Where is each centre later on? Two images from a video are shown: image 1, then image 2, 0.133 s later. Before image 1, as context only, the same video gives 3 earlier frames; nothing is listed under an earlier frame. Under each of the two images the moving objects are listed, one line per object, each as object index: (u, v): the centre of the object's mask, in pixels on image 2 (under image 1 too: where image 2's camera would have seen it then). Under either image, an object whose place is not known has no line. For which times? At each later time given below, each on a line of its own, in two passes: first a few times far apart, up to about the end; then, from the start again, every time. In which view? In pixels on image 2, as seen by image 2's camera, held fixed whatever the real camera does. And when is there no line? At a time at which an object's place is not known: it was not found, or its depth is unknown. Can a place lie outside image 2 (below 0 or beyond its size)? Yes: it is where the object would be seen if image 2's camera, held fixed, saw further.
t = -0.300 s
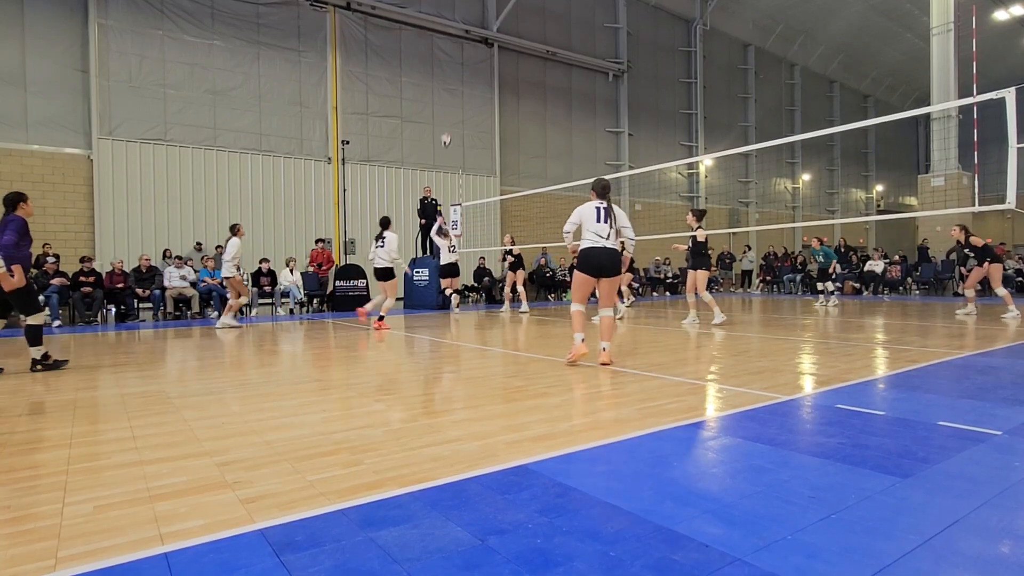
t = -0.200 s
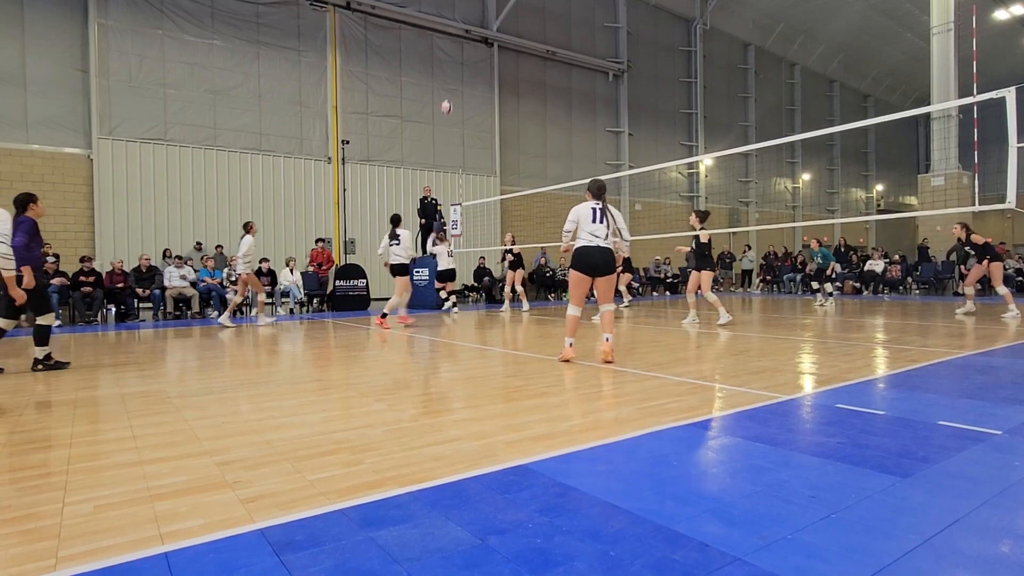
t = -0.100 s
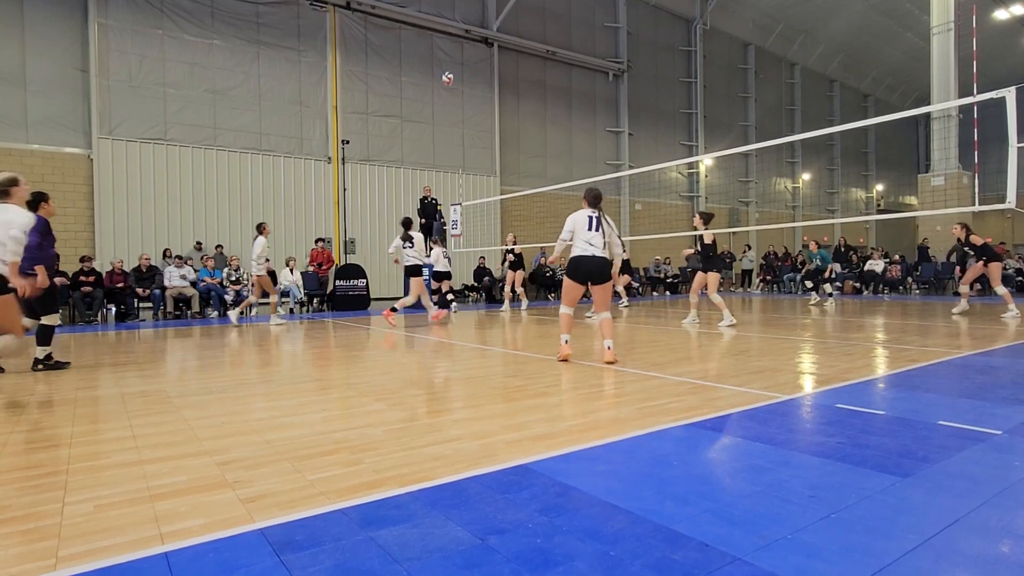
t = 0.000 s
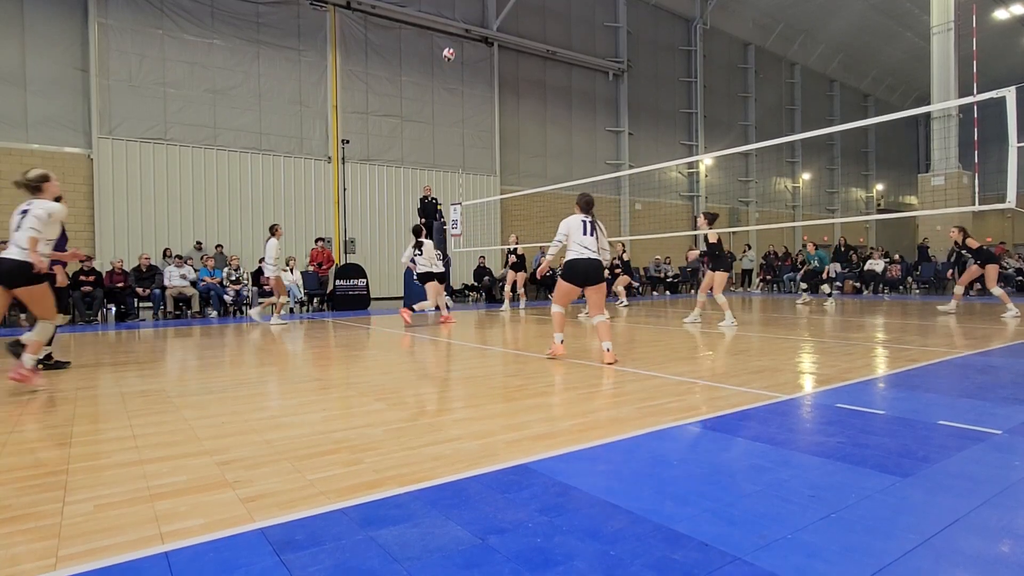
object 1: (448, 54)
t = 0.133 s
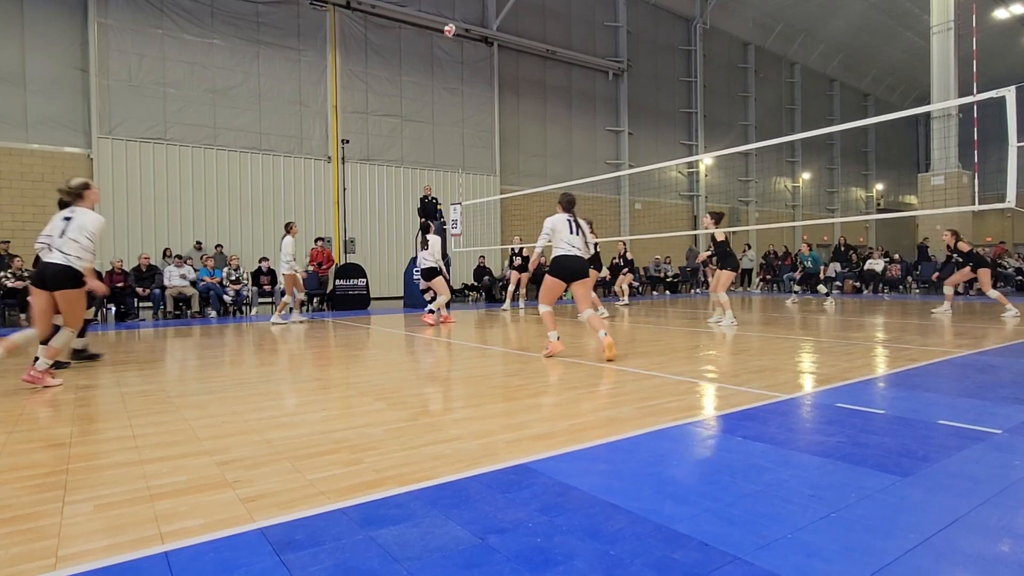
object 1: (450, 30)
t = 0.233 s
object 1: (451, 19)
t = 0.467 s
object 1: (455, 14)
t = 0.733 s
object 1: (460, 47)
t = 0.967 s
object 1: (464, 115)
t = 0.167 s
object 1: (450, 26)
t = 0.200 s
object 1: (451, 22)
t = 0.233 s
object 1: (451, 19)
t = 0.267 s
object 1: (452, 16)
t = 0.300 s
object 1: (452, 14)
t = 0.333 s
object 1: (452, 13)
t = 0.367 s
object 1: (453, 12)
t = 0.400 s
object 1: (454, 12)
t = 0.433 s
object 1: (454, 12)
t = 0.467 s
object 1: (455, 14)
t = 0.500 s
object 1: (455, 16)
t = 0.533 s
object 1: (456, 17)
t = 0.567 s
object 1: (456, 20)
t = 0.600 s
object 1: (457, 25)
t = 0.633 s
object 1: (458, 29)
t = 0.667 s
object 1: (458, 35)
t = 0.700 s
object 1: (459, 41)
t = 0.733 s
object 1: (460, 47)
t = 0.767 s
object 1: (461, 55)
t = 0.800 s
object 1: (461, 62)
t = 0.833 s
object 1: (462, 72)
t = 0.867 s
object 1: (463, 82)
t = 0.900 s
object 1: (463, 92)
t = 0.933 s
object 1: (464, 103)
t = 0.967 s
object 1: (464, 115)
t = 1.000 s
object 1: (466, 128)
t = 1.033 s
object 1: (466, 141)
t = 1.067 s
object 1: (467, 155)
